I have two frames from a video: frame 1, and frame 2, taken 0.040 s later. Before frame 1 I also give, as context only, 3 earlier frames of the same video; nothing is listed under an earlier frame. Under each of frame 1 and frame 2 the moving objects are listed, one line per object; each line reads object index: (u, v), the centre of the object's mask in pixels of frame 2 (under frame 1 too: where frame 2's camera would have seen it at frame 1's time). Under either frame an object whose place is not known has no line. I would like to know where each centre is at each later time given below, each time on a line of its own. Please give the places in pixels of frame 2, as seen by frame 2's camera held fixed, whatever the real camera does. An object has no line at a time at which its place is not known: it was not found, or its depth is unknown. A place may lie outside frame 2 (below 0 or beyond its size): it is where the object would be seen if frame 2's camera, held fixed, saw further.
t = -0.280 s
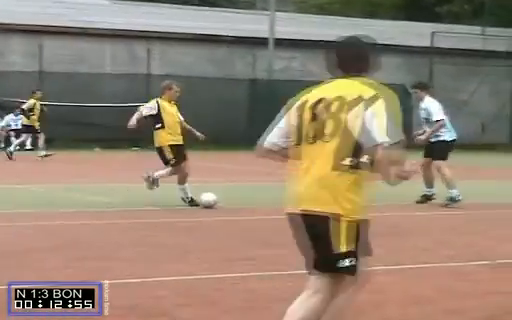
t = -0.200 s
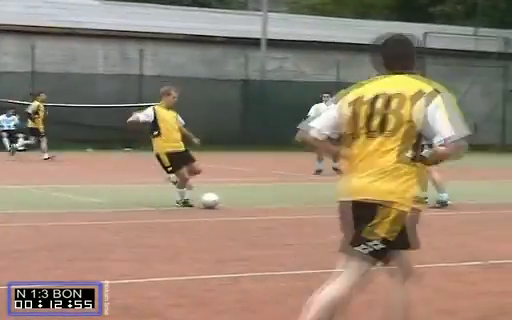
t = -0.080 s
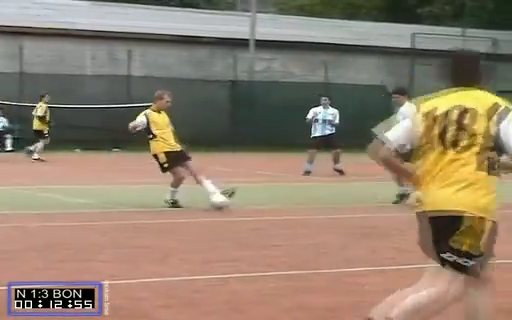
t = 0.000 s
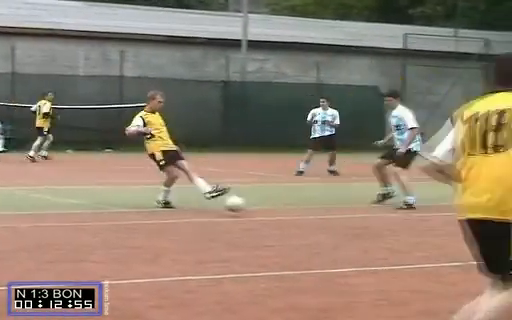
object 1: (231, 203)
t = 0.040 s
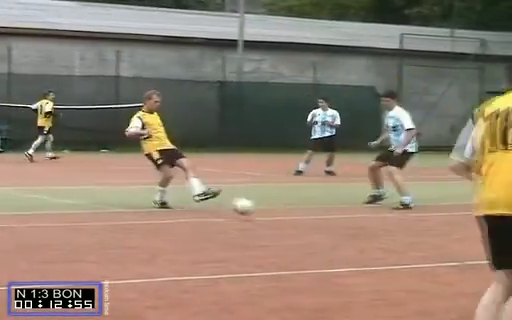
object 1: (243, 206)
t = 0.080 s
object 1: (255, 211)
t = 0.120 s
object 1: (267, 216)
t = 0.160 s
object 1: (279, 215)
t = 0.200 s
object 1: (290, 216)
